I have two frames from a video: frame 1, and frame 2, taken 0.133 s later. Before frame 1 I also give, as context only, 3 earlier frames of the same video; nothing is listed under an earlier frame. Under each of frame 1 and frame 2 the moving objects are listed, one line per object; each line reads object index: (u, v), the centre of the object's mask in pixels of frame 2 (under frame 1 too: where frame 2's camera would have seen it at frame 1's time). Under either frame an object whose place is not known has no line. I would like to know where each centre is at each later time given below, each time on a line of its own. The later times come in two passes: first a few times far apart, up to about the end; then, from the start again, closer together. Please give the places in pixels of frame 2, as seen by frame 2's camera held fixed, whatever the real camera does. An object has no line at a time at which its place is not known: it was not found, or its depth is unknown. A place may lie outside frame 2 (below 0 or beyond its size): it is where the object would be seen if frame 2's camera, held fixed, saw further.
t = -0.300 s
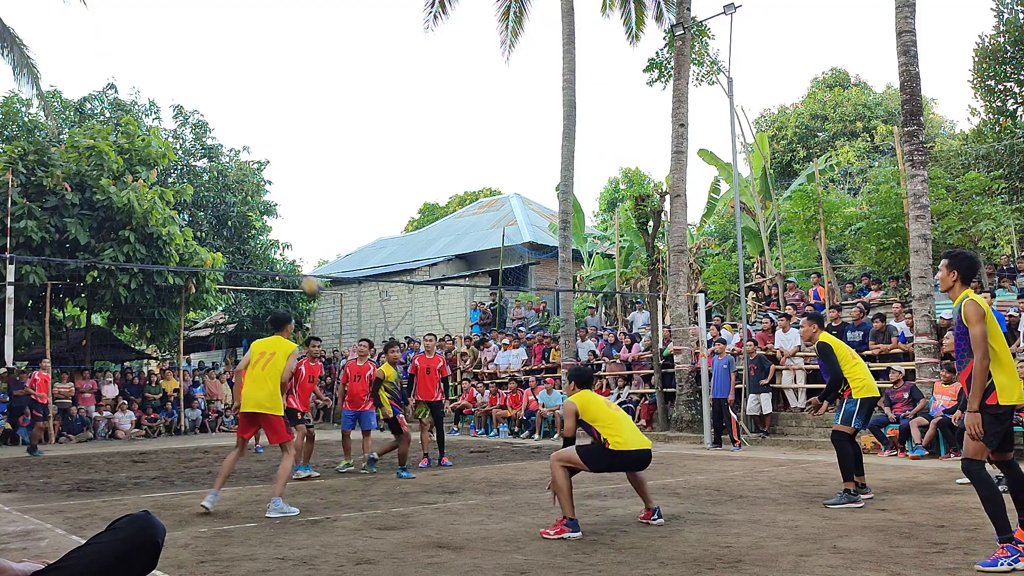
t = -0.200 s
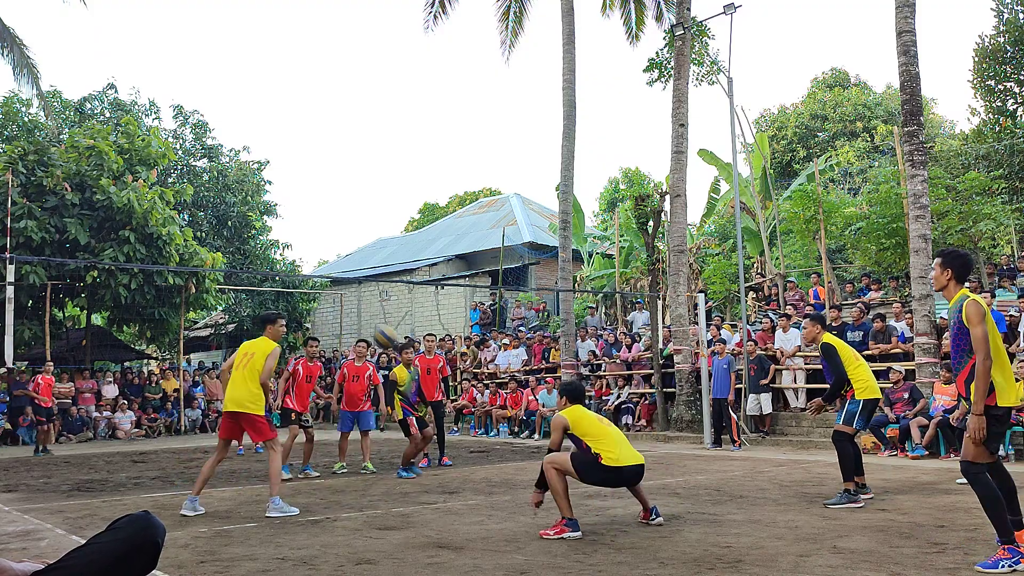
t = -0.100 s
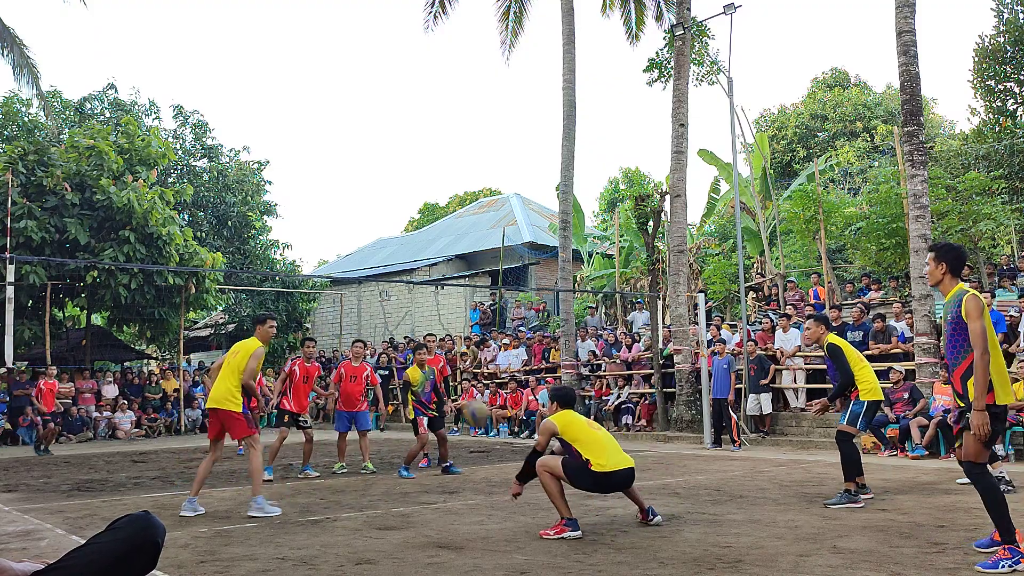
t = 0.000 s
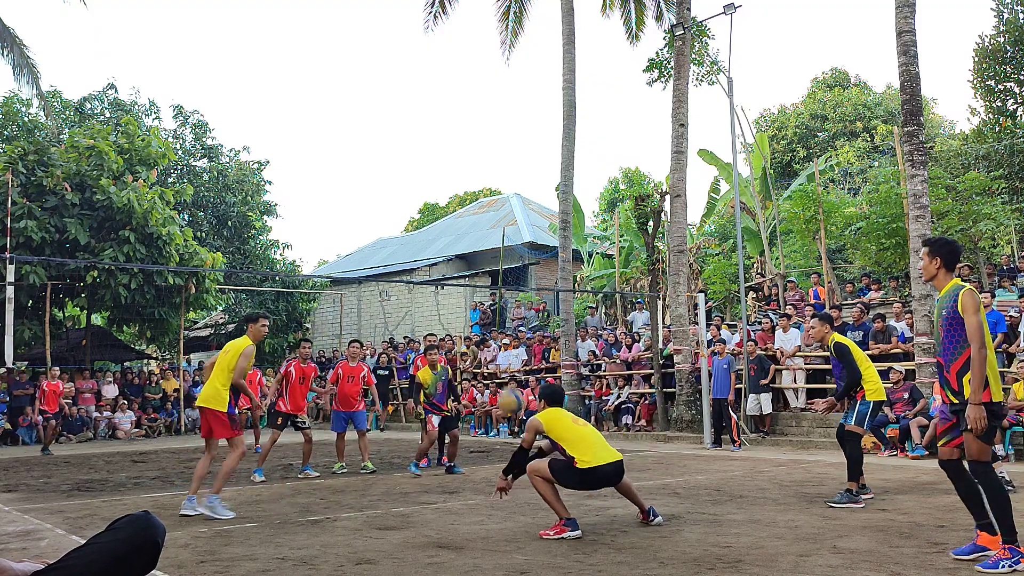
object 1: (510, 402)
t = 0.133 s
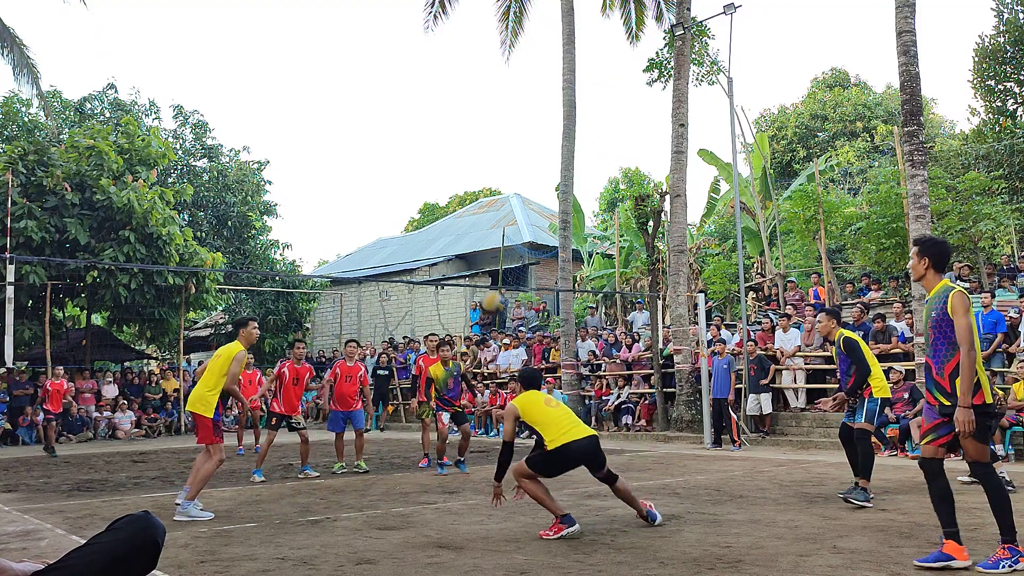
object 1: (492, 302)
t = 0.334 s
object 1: (471, 215)
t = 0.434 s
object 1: (464, 190)
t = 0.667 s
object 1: (451, 174)
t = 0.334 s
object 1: (471, 215)
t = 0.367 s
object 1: (468, 205)
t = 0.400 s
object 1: (466, 197)
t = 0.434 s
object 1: (464, 190)
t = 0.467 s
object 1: (462, 185)
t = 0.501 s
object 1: (460, 180)
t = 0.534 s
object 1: (458, 177)
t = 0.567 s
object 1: (456, 175)
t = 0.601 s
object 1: (454, 173)
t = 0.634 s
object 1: (453, 173)
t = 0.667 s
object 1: (451, 174)
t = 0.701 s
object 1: (450, 176)
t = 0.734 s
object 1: (448, 178)
